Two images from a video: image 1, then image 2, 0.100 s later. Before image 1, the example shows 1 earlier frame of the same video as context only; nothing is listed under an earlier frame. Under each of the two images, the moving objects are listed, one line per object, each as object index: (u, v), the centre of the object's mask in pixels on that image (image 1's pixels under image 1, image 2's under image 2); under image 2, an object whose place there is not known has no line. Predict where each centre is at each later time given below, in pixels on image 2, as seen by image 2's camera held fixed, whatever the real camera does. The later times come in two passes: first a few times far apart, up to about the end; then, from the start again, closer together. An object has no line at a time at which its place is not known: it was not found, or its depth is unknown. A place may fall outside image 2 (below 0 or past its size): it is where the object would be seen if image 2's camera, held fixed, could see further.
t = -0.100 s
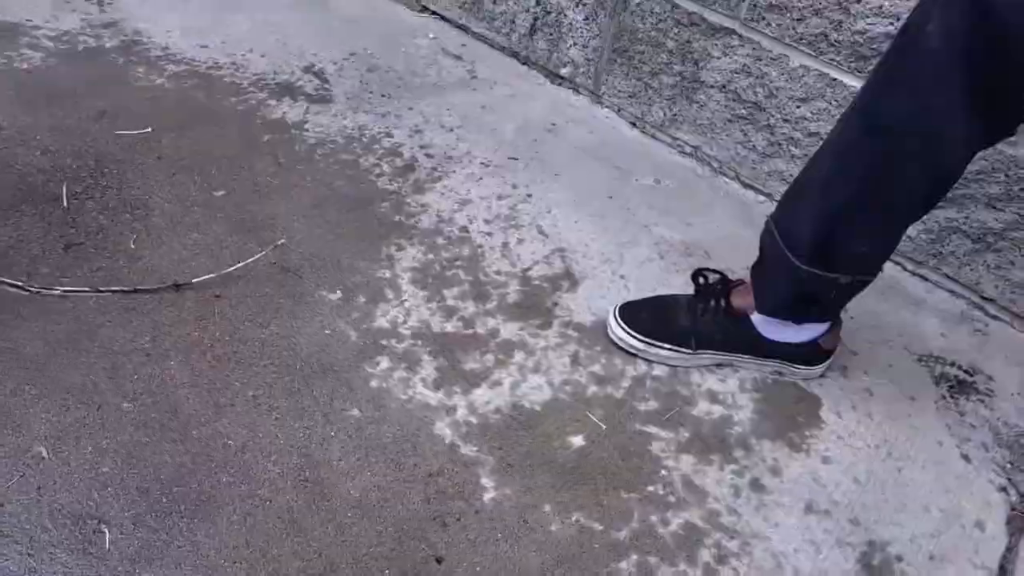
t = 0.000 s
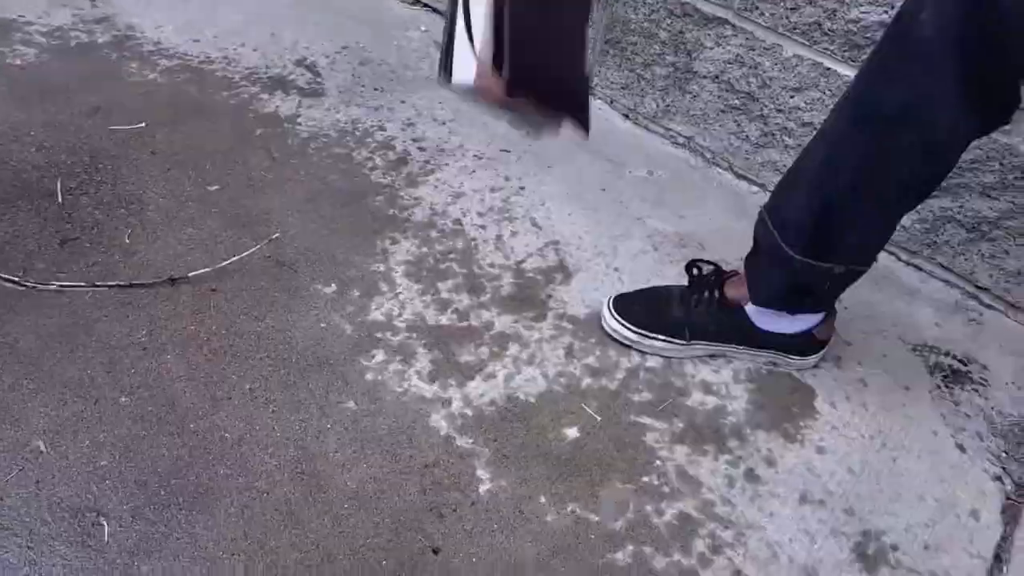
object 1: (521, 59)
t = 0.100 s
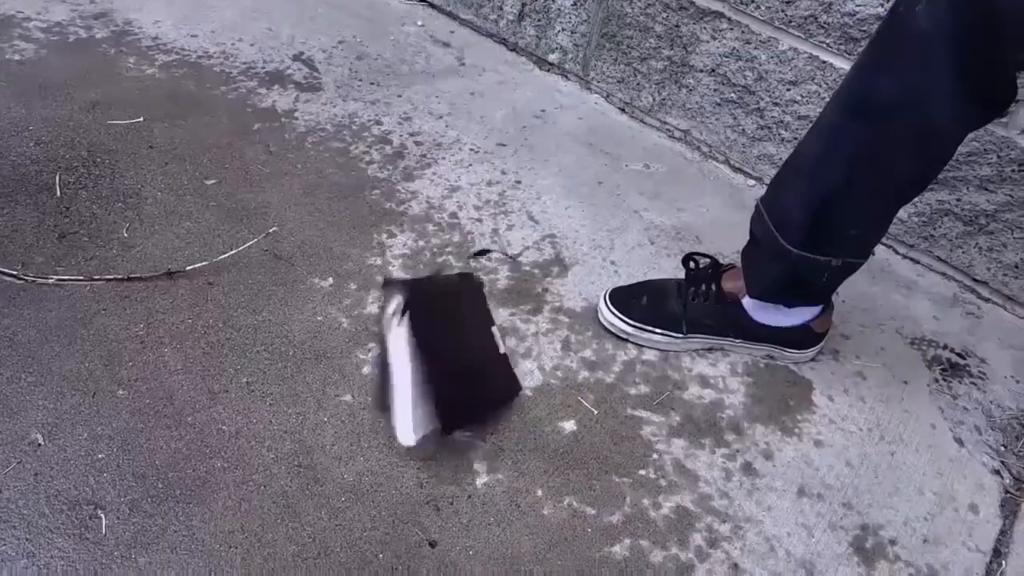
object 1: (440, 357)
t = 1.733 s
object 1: (336, 357)
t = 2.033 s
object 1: (335, 357)
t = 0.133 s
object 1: (392, 369)
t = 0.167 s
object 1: (362, 360)
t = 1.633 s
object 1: (335, 357)
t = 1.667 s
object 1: (335, 357)
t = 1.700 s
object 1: (336, 357)
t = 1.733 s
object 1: (336, 357)
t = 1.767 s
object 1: (336, 357)
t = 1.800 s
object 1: (336, 357)
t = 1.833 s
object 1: (335, 357)
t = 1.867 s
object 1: (335, 357)
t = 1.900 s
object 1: (335, 357)
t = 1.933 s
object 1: (335, 357)
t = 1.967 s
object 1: (335, 357)
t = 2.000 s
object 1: (335, 357)
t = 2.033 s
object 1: (335, 357)
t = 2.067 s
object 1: (335, 357)
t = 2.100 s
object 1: (335, 357)
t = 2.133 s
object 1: (335, 357)
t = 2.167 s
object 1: (335, 357)
